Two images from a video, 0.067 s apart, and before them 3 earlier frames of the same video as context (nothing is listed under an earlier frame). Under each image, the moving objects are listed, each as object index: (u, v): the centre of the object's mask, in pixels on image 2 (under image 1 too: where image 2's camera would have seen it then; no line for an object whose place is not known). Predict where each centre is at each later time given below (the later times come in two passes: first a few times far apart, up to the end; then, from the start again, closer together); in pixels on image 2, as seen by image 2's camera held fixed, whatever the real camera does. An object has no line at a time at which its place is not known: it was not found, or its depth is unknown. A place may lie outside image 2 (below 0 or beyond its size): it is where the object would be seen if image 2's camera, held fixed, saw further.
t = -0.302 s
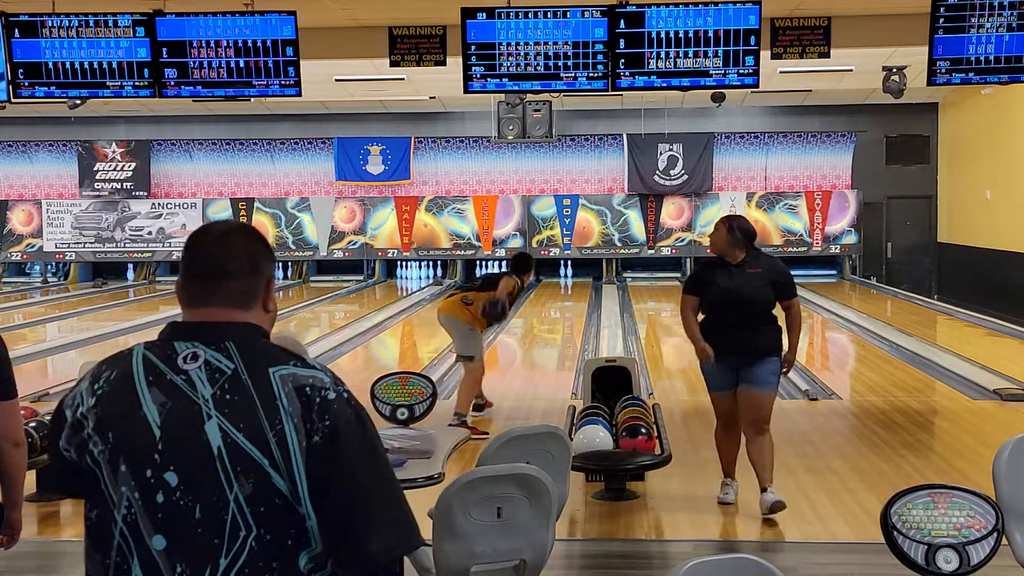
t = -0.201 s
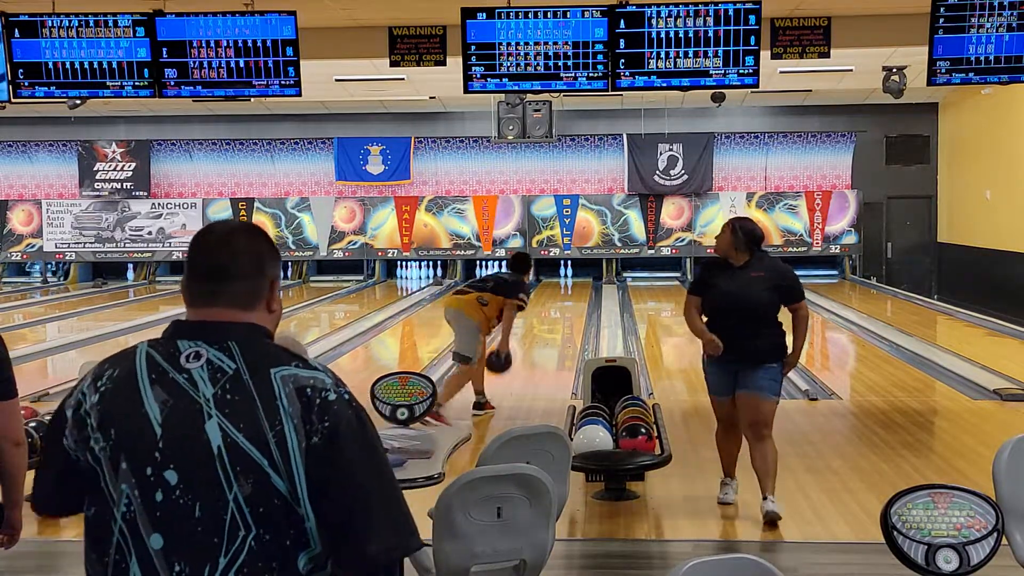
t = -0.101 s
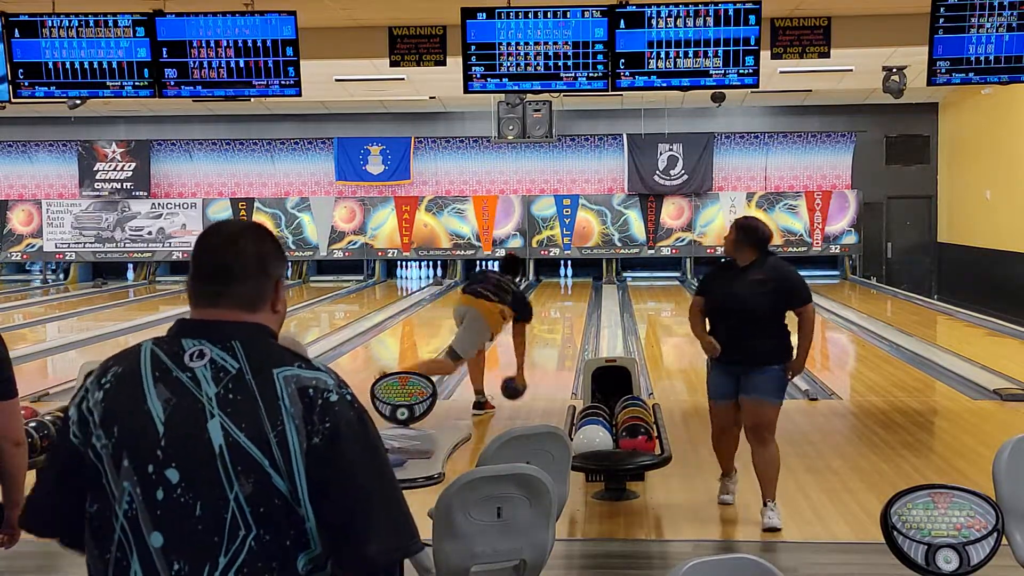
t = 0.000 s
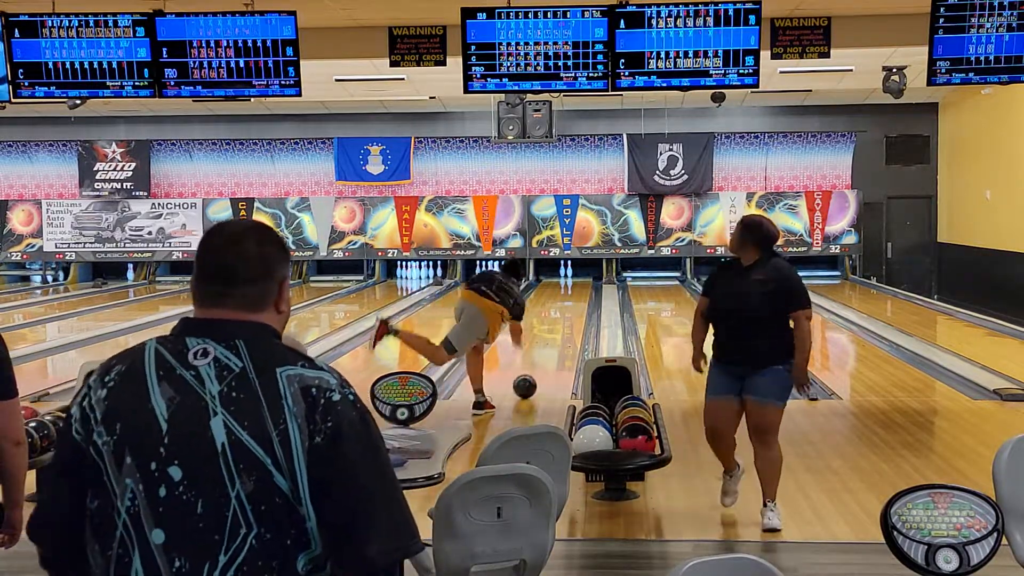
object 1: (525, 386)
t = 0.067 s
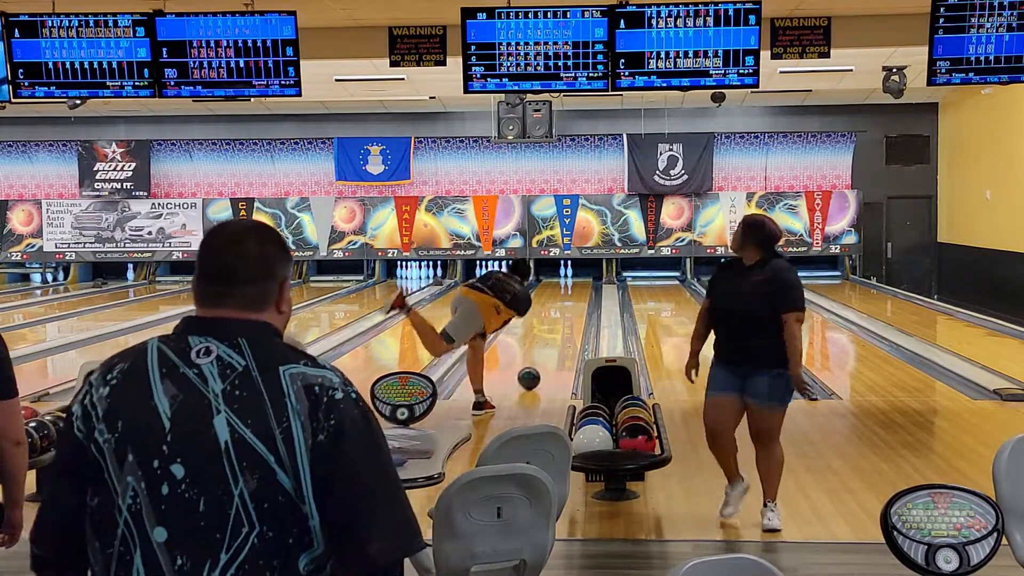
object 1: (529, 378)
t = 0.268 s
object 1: (539, 358)
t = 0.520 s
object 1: (548, 338)
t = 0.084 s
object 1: (530, 376)
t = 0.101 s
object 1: (531, 374)
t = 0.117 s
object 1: (531, 373)
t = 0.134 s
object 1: (532, 371)
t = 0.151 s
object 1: (533, 369)
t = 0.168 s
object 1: (534, 367)
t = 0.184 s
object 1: (535, 366)
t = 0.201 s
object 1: (536, 364)
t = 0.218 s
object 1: (536, 363)
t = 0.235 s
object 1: (537, 361)
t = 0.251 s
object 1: (538, 359)
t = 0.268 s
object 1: (539, 358)
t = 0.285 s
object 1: (539, 356)
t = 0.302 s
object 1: (540, 355)
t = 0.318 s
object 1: (541, 353)
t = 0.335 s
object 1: (542, 351)
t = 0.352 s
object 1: (542, 350)
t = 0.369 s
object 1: (543, 349)
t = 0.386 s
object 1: (543, 348)
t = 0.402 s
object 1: (544, 346)
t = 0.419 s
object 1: (545, 345)
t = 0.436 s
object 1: (545, 344)
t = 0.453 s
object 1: (546, 343)
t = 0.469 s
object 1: (547, 341)
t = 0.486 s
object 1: (547, 340)
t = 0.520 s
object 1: (548, 338)
